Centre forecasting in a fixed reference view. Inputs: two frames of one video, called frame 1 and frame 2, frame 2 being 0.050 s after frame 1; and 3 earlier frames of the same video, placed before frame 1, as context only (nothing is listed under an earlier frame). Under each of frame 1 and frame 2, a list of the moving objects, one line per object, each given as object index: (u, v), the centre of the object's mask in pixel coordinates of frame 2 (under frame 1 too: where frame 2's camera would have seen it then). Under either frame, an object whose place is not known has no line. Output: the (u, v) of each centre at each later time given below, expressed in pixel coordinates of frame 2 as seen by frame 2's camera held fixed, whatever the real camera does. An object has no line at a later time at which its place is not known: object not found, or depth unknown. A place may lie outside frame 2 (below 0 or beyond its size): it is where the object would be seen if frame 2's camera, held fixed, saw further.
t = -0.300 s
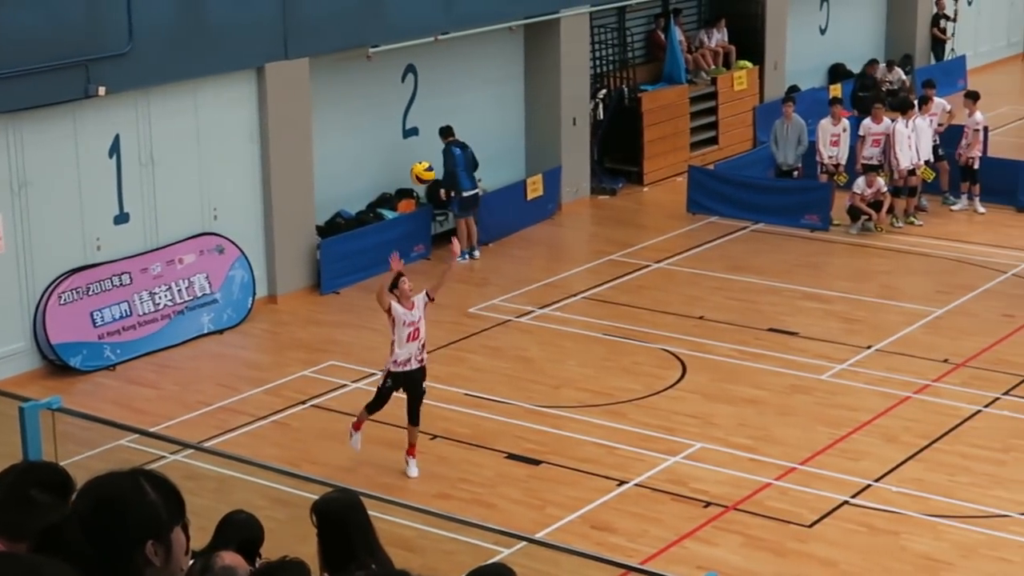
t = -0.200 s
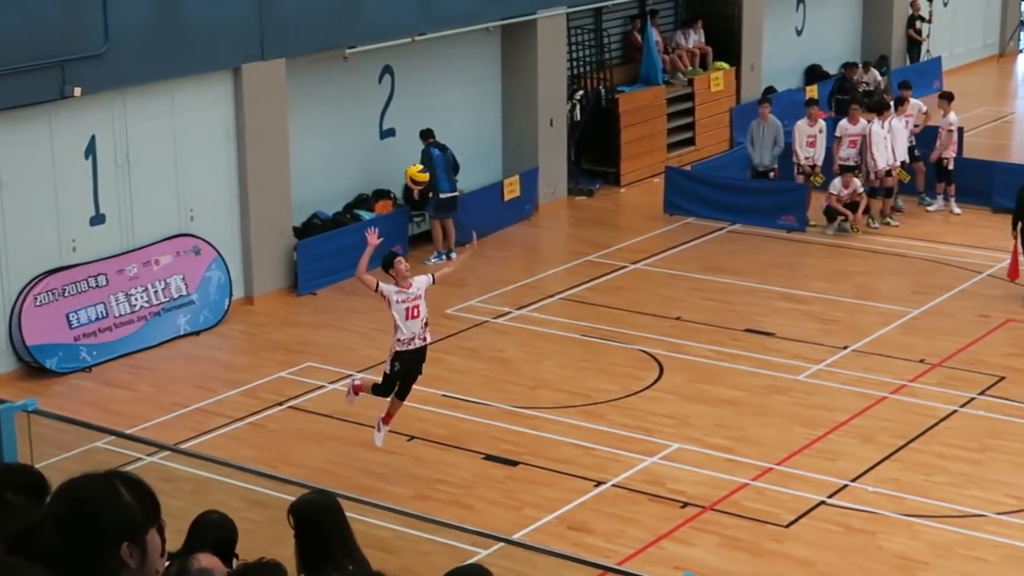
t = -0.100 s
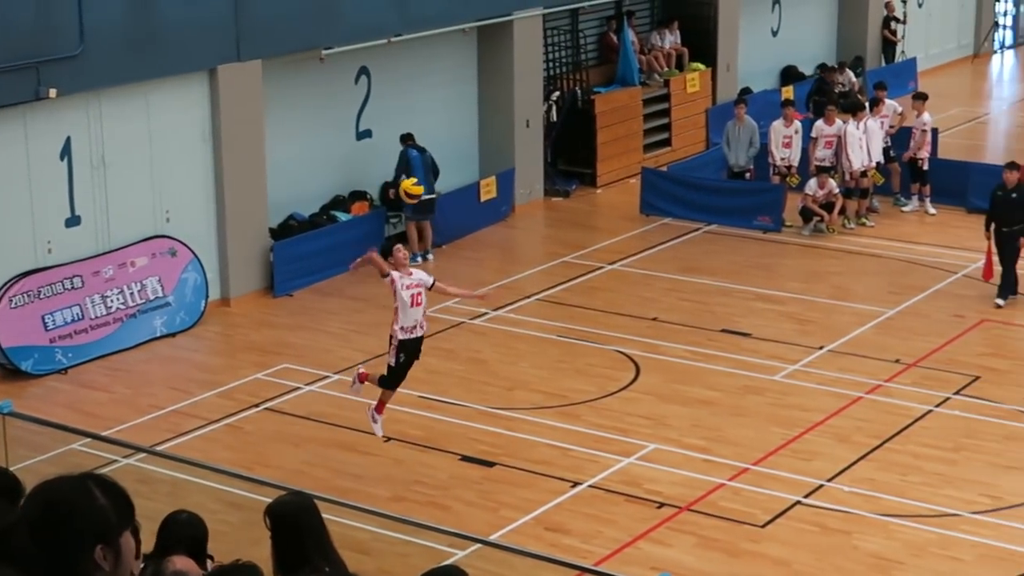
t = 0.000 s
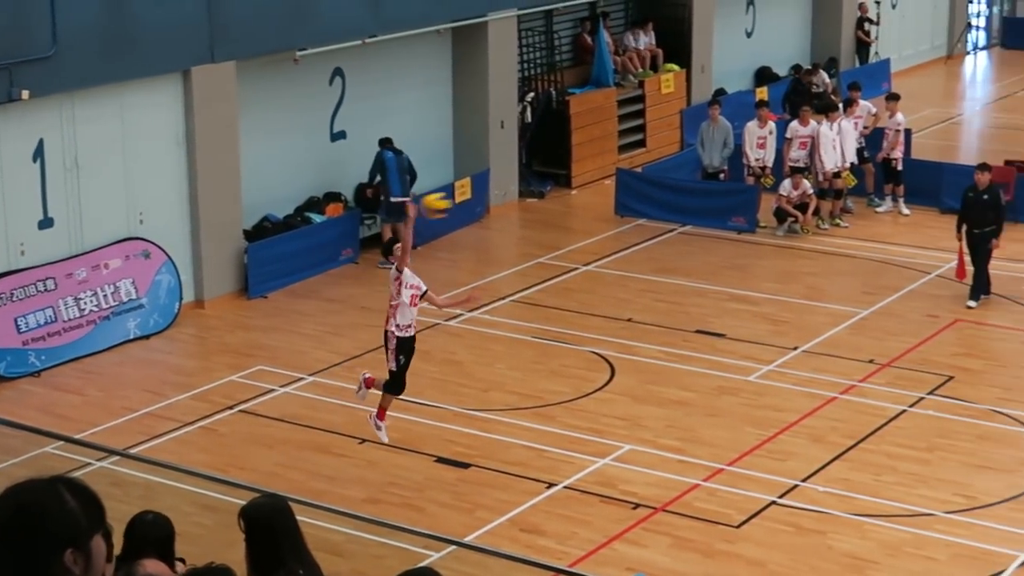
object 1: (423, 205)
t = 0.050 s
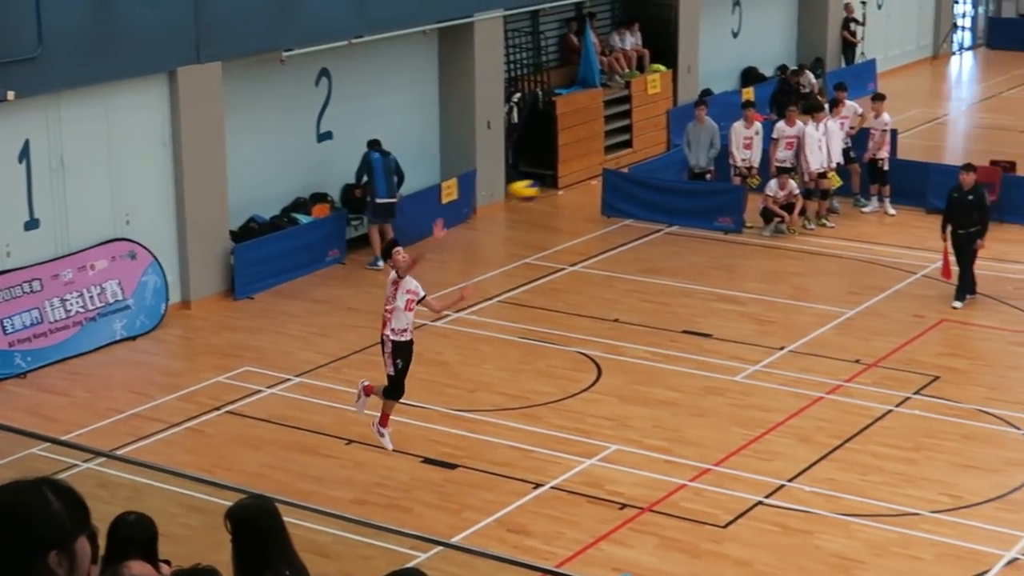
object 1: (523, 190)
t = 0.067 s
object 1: (557, 186)
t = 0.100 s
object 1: (624, 181)
